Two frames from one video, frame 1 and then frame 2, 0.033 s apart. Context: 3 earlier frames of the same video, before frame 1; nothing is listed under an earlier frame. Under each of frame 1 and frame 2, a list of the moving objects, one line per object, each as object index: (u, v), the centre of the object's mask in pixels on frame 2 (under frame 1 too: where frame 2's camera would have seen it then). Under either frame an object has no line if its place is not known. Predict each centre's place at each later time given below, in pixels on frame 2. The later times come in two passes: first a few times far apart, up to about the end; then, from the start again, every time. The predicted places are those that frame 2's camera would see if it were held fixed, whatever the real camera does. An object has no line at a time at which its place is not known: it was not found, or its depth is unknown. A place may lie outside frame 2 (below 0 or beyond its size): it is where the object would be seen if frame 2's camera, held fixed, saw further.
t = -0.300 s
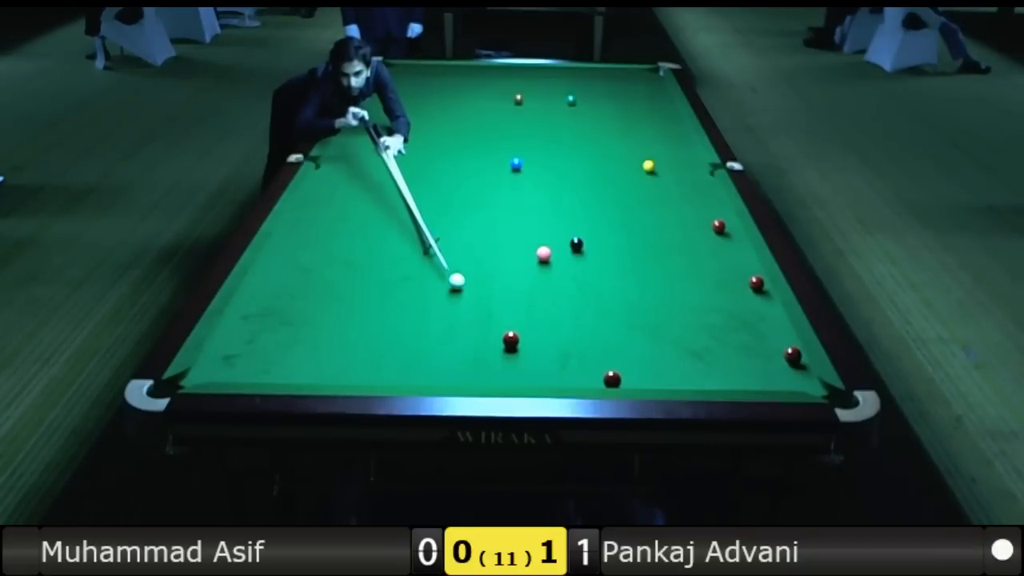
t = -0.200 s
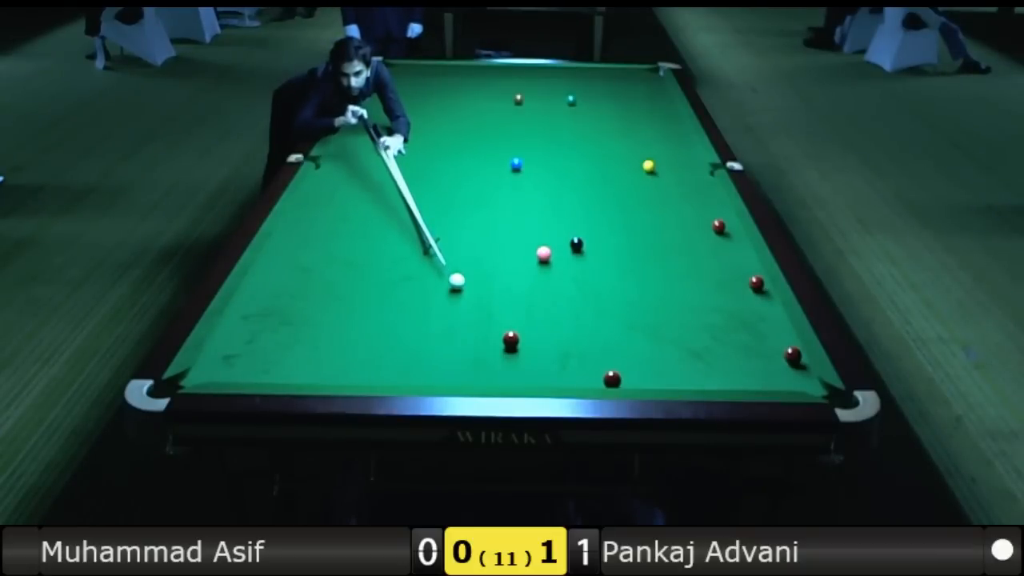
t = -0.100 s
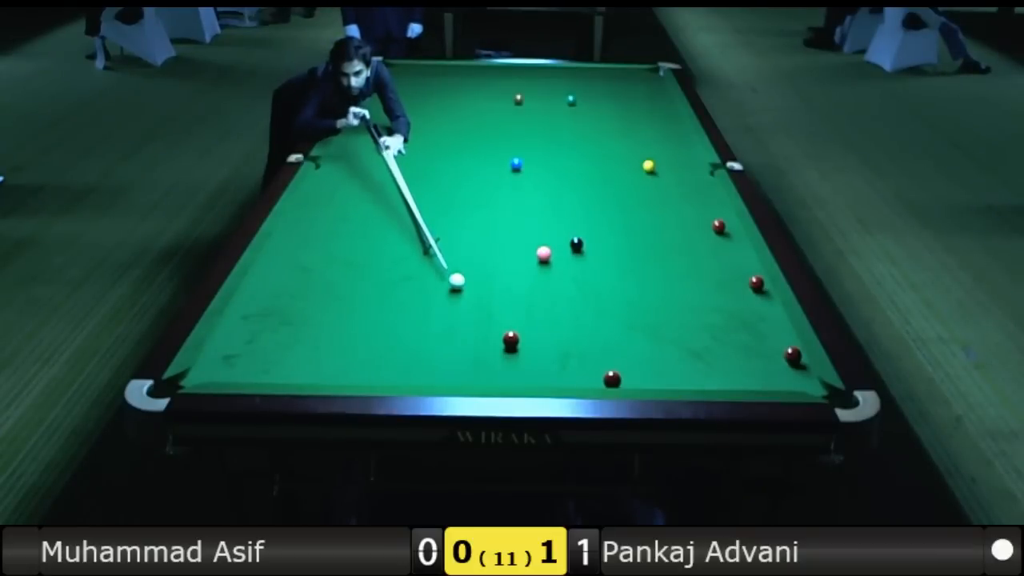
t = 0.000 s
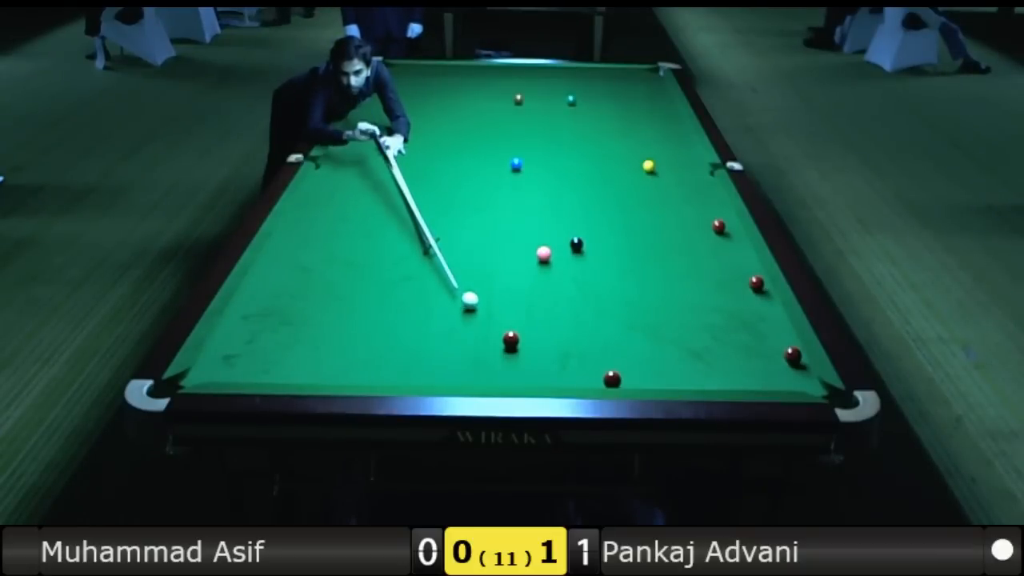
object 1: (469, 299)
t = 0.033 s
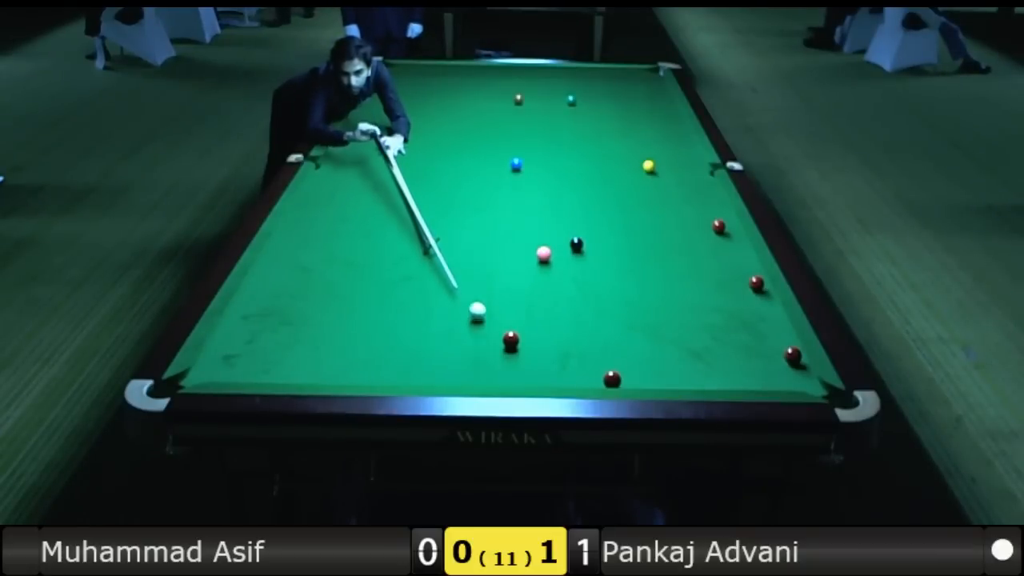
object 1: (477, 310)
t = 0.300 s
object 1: (466, 379)
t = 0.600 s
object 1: (414, 334)
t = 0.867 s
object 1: (376, 303)
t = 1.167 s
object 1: (339, 272)
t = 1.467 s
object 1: (307, 246)
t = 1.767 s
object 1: (292, 224)
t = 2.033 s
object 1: (322, 209)
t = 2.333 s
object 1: (352, 194)
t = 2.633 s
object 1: (379, 181)
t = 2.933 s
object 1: (402, 169)
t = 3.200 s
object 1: (420, 159)
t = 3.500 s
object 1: (439, 150)
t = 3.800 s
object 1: (456, 141)
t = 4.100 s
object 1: (470, 134)
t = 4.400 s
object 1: (484, 127)
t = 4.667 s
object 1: (494, 121)
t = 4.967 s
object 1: (505, 116)
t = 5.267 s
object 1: (515, 111)
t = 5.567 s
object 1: (523, 106)
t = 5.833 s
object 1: (530, 102)
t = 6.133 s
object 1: (537, 99)
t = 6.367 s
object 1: (542, 96)
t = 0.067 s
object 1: (485, 321)
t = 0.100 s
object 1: (492, 332)
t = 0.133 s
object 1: (490, 342)
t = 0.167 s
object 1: (485, 350)
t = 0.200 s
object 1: (480, 358)
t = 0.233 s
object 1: (475, 367)
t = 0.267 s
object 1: (471, 373)
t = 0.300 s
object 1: (466, 379)
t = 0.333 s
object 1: (460, 373)
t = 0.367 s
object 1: (453, 369)
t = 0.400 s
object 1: (447, 363)
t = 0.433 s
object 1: (441, 357)
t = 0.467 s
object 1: (436, 352)
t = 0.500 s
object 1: (430, 347)
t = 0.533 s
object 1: (425, 343)
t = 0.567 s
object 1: (419, 338)
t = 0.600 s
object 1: (414, 334)
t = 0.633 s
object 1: (409, 330)
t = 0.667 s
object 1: (404, 326)
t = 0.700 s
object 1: (399, 322)
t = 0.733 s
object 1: (395, 318)
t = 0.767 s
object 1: (390, 314)
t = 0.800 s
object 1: (385, 310)
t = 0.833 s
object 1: (380, 306)
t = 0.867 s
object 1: (376, 303)
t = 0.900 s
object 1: (371, 299)
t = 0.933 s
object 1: (367, 295)
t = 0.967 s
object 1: (363, 292)
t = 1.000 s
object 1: (358, 289)
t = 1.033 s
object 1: (354, 285)
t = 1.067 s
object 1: (350, 282)
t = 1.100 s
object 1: (347, 278)
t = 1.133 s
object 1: (342, 276)
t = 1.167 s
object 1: (339, 272)
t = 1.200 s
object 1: (335, 269)
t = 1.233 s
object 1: (331, 266)
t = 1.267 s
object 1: (328, 263)
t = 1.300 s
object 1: (324, 260)
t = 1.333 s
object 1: (320, 257)
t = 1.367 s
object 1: (317, 255)
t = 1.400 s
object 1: (313, 252)
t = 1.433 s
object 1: (310, 249)
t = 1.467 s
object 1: (307, 246)
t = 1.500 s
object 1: (303, 243)
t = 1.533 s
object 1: (300, 241)
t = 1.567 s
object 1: (297, 238)
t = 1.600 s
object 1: (293, 236)
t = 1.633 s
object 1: (291, 234)
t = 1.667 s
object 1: (287, 231)
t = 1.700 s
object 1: (284, 229)
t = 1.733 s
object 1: (288, 226)
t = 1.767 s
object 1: (292, 224)
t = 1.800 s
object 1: (296, 222)
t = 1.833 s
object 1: (300, 220)
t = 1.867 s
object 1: (304, 218)
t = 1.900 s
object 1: (308, 216)
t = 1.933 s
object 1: (312, 215)
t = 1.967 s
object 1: (315, 213)
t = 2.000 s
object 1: (319, 211)
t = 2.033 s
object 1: (322, 209)
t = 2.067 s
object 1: (326, 207)
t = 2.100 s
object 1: (329, 205)
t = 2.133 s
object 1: (333, 204)
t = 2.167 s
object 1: (336, 202)
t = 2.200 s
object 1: (340, 200)
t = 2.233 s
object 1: (343, 199)
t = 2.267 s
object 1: (346, 197)
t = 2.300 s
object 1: (349, 196)
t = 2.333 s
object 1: (352, 194)
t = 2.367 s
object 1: (355, 193)
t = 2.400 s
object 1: (358, 191)
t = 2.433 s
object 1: (361, 189)
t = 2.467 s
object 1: (364, 188)
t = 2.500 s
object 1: (367, 186)
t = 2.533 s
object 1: (370, 185)
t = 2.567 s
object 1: (373, 183)
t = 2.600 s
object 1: (376, 182)
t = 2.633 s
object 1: (379, 181)
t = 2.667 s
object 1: (381, 179)
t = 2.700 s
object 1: (384, 178)
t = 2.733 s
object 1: (387, 176)
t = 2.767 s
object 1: (389, 175)
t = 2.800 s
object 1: (392, 174)
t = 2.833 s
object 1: (395, 172)
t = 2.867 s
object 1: (397, 171)
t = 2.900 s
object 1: (400, 170)
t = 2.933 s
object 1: (402, 169)
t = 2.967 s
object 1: (404, 167)
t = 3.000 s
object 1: (407, 166)
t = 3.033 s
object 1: (409, 165)
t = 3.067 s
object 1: (411, 164)
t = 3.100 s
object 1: (414, 162)
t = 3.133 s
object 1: (416, 161)
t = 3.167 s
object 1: (418, 160)
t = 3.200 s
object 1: (420, 159)
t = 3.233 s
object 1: (423, 158)
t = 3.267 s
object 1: (425, 157)
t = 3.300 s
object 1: (427, 156)
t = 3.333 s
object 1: (429, 155)
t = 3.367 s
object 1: (431, 154)
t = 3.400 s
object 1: (433, 153)
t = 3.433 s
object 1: (435, 152)
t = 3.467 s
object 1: (437, 151)
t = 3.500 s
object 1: (439, 150)
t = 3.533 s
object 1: (441, 149)
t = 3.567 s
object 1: (443, 148)
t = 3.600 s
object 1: (445, 147)
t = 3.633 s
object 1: (447, 146)
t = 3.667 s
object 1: (448, 145)
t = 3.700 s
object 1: (450, 144)
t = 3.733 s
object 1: (452, 143)
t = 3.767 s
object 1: (454, 142)
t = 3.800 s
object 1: (456, 141)
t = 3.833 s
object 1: (457, 140)
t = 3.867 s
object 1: (459, 139)
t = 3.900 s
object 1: (461, 139)
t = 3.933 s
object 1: (462, 138)
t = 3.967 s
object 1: (464, 137)
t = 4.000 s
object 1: (466, 136)
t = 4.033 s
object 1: (467, 135)
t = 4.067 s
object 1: (469, 134)
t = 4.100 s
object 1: (470, 134)
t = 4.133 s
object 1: (472, 133)
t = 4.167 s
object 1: (474, 132)
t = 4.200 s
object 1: (475, 131)
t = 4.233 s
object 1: (477, 130)
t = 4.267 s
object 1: (478, 129)
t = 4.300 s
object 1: (479, 129)
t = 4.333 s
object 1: (481, 128)
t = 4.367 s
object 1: (482, 127)
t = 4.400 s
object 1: (484, 127)
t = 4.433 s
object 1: (485, 126)
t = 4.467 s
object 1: (486, 125)
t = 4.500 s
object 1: (488, 124)
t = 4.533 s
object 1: (489, 124)
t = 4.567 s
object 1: (491, 123)
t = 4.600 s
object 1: (492, 122)
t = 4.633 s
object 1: (493, 122)
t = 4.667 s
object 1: (494, 121)
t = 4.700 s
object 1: (496, 120)
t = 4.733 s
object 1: (497, 120)
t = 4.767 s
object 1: (498, 119)
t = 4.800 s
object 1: (499, 118)
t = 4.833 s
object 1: (500, 118)
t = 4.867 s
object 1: (501, 117)
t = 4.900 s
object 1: (503, 117)
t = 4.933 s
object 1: (504, 116)
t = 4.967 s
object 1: (505, 116)
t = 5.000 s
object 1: (506, 115)
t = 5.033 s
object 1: (507, 114)
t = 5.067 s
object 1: (508, 114)
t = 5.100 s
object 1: (509, 113)
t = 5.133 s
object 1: (511, 113)
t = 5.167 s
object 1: (512, 112)
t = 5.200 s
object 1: (513, 112)
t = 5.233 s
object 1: (514, 111)
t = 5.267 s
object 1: (515, 111)
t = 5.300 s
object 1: (516, 110)
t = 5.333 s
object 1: (517, 110)
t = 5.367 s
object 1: (518, 109)
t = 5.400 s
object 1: (519, 109)
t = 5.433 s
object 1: (520, 108)
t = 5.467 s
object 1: (521, 108)
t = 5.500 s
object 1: (522, 107)
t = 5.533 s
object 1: (522, 107)
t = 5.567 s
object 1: (523, 106)
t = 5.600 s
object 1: (524, 106)
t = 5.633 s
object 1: (525, 105)
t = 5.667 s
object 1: (526, 105)
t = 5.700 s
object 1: (527, 104)
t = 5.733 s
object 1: (528, 104)
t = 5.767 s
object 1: (528, 103)
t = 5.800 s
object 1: (529, 103)
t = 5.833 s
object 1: (530, 102)
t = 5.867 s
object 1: (531, 102)
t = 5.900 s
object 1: (532, 101)
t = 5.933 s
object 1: (533, 101)
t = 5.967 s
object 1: (533, 101)
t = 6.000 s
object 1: (534, 100)
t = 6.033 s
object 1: (535, 100)
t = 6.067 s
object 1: (536, 99)
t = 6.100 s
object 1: (536, 99)
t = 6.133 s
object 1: (537, 99)
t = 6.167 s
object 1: (538, 98)
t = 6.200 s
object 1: (538, 98)
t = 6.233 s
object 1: (539, 98)
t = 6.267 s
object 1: (540, 97)
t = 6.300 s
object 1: (541, 97)
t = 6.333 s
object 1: (541, 96)
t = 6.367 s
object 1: (542, 96)
